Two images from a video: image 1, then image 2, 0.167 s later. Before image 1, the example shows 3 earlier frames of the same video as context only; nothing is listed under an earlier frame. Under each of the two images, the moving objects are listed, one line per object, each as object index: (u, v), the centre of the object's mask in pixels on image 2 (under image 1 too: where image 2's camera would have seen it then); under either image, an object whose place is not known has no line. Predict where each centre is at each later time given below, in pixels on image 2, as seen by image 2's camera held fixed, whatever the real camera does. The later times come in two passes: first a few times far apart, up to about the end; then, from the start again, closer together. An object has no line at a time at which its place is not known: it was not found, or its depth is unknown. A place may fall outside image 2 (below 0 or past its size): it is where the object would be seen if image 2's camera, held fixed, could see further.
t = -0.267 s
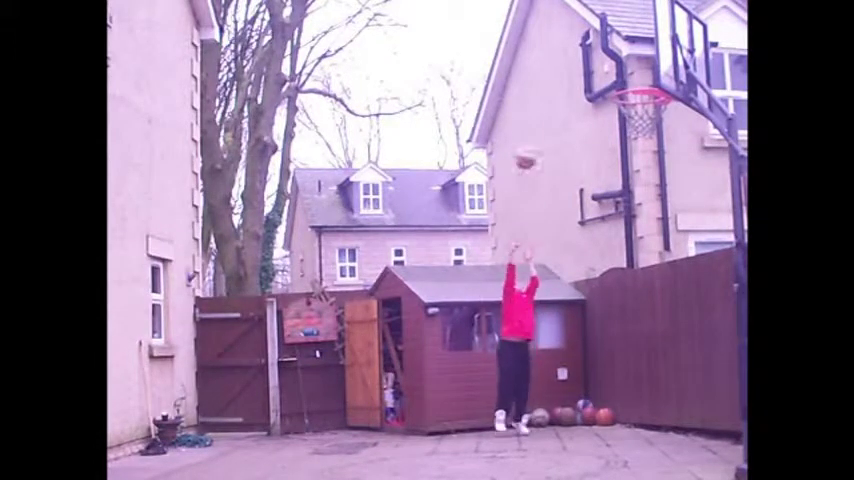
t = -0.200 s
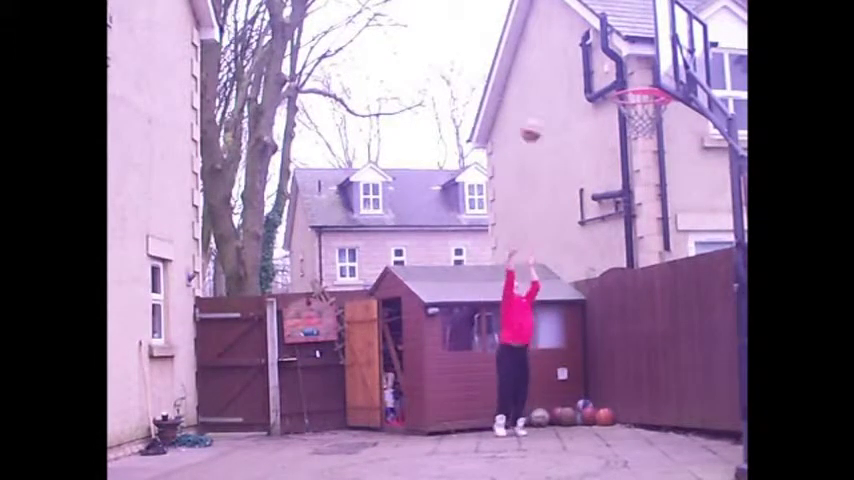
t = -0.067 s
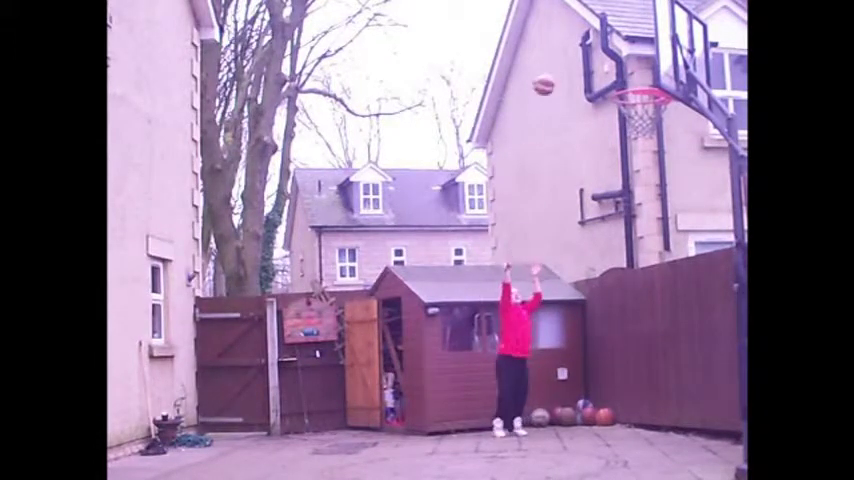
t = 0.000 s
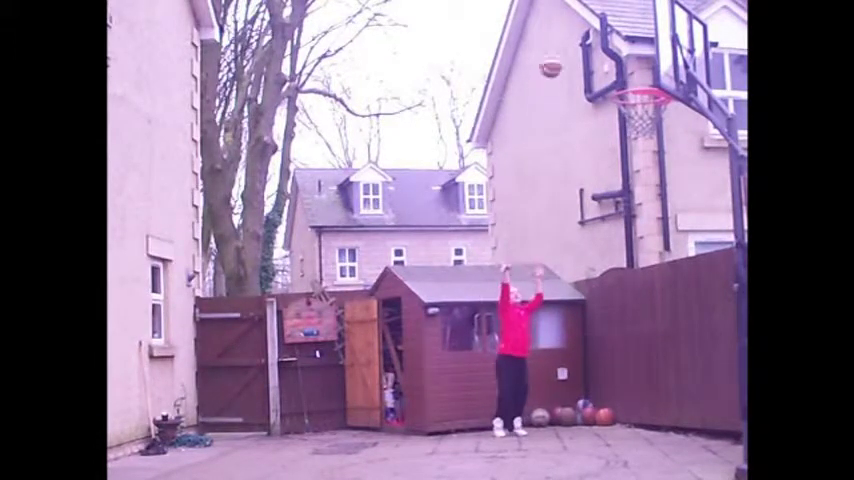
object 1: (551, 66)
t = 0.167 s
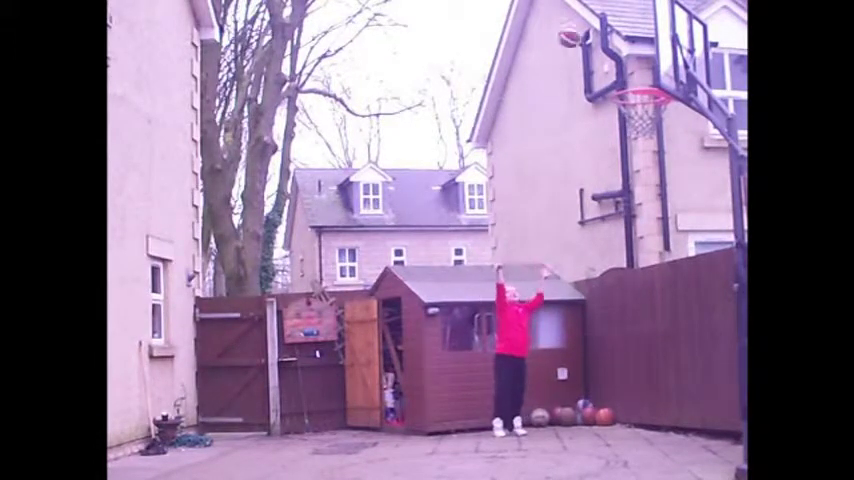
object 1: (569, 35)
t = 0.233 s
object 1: (579, 30)
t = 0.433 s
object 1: (609, 36)
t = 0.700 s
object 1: (637, 115)
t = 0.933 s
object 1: (640, 121)
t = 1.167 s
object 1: (645, 140)
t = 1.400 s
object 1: (644, 205)
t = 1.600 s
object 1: (645, 311)
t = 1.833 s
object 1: (646, 435)
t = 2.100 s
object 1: (630, 301)
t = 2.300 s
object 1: (620, 260)
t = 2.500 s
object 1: (612, 265)
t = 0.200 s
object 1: (574, 32)
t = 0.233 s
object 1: (579, 30)
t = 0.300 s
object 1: (587, 28)
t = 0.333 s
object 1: (593, 28)
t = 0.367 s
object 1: (598, 29)
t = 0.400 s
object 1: (603, 34)
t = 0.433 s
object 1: (609, 36)
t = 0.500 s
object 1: (621, 49)
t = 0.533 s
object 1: (627, 59)
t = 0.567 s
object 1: (634, 66)
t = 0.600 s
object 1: (641, 76)
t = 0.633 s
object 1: (645, 94)
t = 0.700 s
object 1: (637, 115)
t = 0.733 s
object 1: (631, 116)
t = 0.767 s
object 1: (632, 116)
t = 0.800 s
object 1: (633, 115)
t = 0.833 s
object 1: (635, 115)
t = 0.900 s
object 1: (640, 117)
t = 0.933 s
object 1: (640, 121)
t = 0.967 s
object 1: (642, 124)
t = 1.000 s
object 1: (644, 126)
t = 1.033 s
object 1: (644, 128)
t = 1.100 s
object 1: (645, 132)
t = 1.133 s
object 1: (645, 134)
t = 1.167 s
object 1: (645, 140)
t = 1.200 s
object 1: (644, 144)
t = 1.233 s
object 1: (645, 150)
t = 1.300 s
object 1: (644, 166)
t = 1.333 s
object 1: (644, 180)
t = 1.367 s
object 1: (644, 192)
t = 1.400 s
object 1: (644, 205)
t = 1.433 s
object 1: (644, 220)
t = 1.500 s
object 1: (644, 253)
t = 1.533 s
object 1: (645, 270)
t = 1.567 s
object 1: (645, 290)
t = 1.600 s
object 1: (645, 311)
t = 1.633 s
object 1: (646, 335)
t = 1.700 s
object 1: (648, 384)
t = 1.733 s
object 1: (647, 410)
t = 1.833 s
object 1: (646, 435)
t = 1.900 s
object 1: (641, 393)
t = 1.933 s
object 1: (640, 375)
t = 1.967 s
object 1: (638, 357)
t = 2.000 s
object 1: (636, 341)
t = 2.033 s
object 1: (634, 327)
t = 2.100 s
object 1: (630, 301)
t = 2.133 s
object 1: (628, 292)
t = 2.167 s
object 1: (626, 283)
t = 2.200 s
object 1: (624, 275)
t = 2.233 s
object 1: (623, 269)
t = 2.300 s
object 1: (620, 260)
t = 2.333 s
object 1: (619, 257)
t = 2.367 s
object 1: (617, 256)
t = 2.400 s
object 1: (616, 257)
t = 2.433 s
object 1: (614, 258)
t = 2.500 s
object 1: (612, 265)
